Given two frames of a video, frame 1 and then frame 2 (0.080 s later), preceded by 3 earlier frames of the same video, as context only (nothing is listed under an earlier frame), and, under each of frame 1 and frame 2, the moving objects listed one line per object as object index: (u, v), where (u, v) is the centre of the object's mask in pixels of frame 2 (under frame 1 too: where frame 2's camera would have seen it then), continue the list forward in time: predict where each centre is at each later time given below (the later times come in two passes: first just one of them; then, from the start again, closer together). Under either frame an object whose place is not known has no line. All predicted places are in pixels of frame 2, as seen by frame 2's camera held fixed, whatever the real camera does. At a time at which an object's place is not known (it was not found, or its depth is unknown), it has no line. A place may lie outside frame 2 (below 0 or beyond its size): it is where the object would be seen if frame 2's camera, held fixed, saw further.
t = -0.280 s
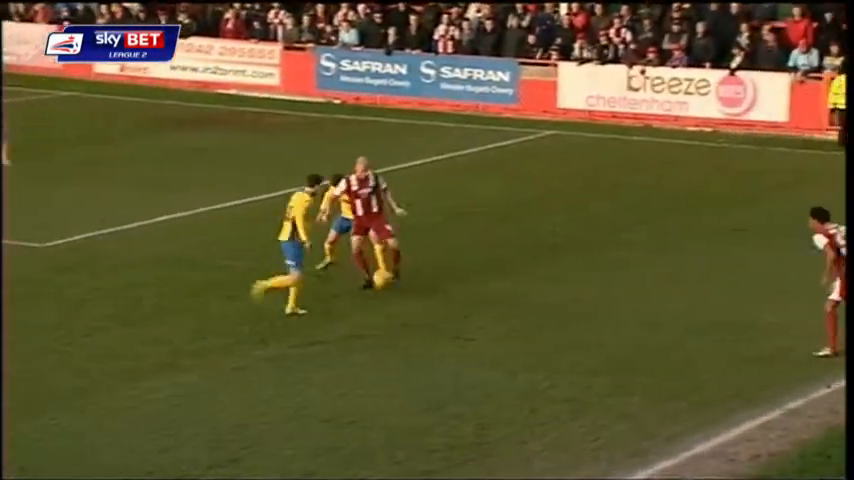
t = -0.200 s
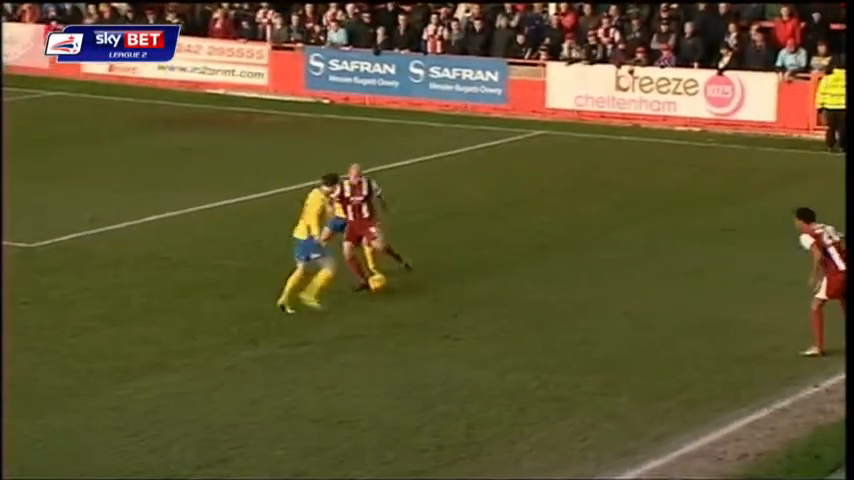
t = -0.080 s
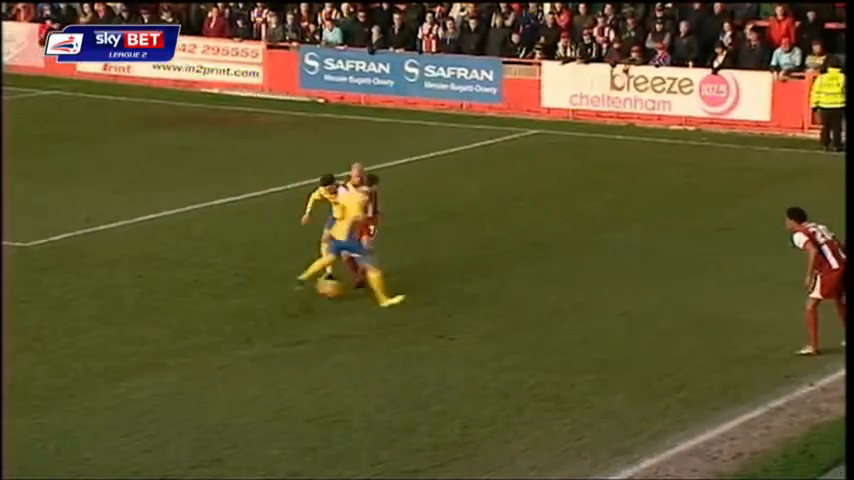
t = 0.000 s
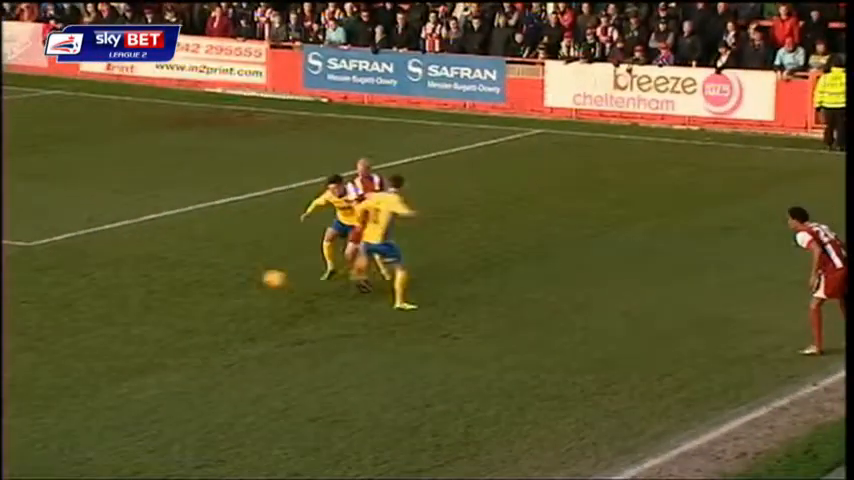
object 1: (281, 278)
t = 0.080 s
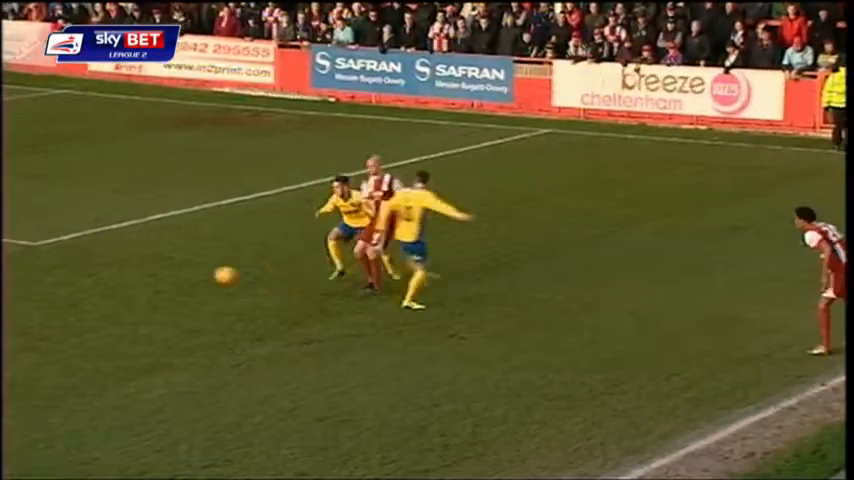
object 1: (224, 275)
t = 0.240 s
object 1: (114, 286)
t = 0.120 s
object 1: (196, 275)
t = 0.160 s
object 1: (169, 277)
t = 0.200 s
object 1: (142, 282)
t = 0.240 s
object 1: (114, 286)
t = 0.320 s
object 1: (61, 293)
